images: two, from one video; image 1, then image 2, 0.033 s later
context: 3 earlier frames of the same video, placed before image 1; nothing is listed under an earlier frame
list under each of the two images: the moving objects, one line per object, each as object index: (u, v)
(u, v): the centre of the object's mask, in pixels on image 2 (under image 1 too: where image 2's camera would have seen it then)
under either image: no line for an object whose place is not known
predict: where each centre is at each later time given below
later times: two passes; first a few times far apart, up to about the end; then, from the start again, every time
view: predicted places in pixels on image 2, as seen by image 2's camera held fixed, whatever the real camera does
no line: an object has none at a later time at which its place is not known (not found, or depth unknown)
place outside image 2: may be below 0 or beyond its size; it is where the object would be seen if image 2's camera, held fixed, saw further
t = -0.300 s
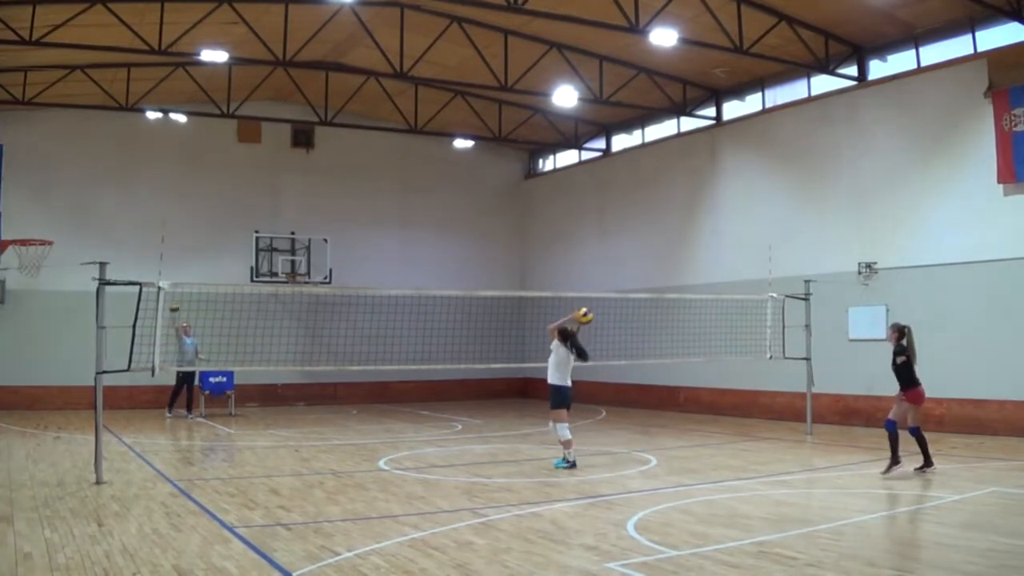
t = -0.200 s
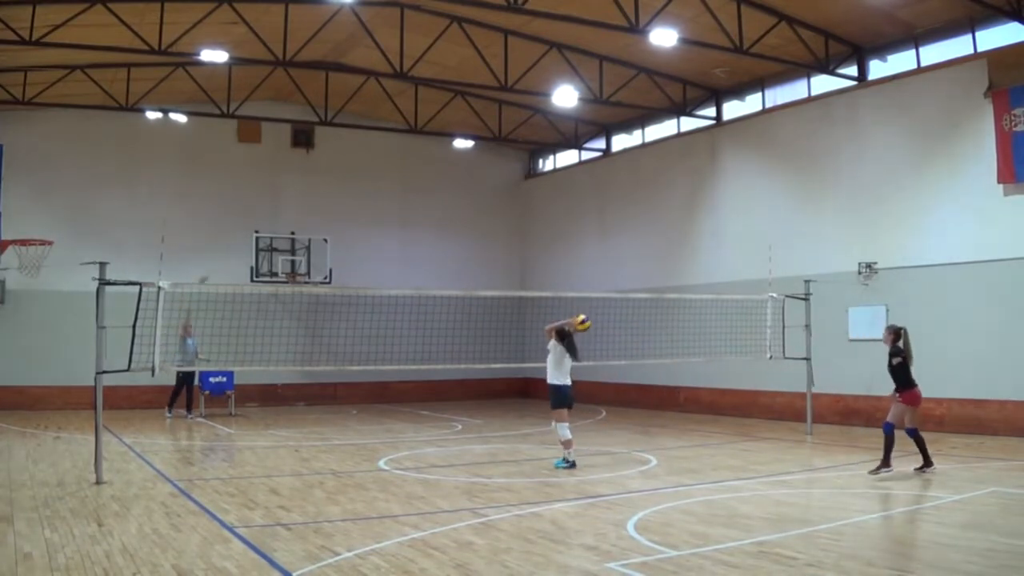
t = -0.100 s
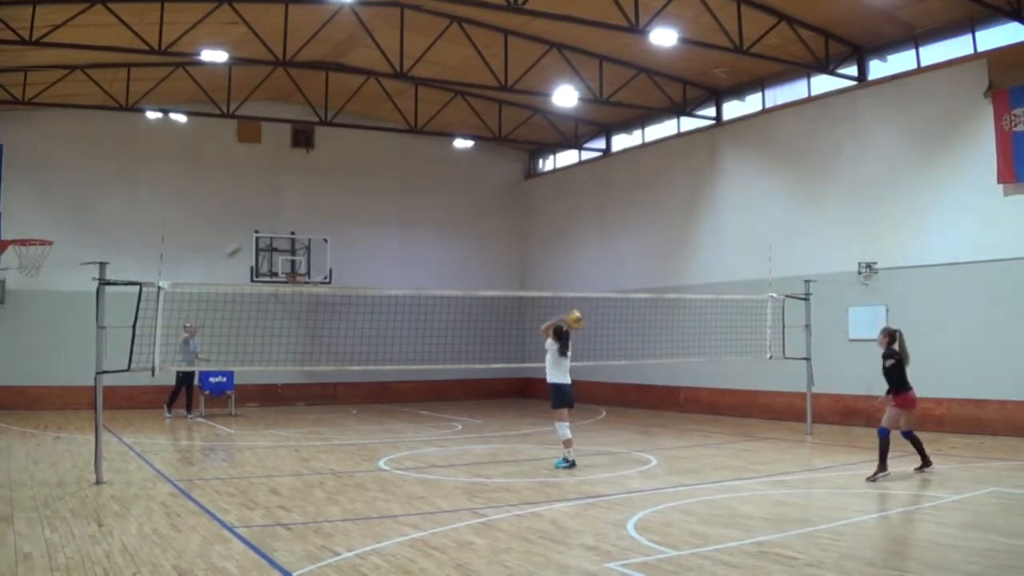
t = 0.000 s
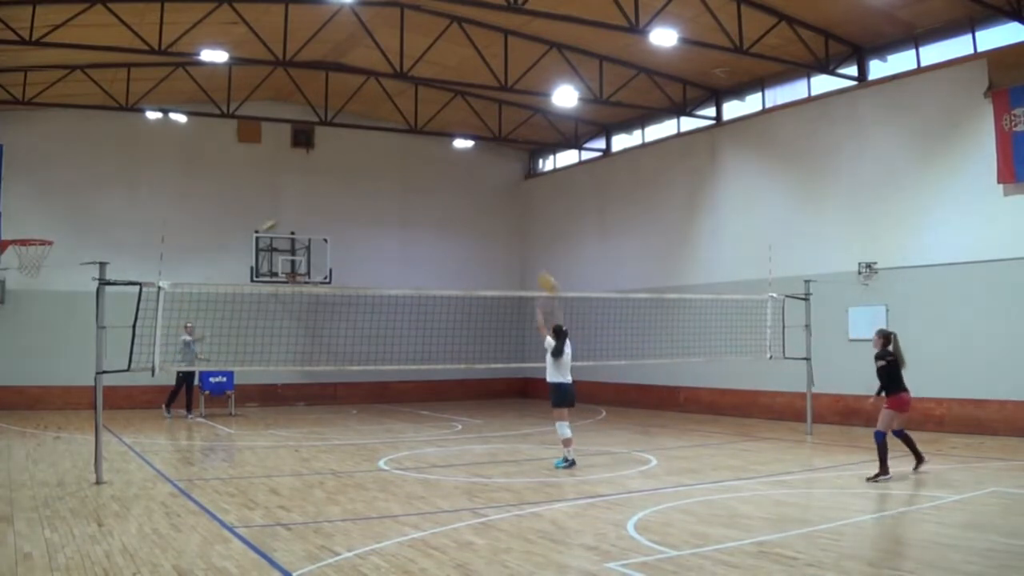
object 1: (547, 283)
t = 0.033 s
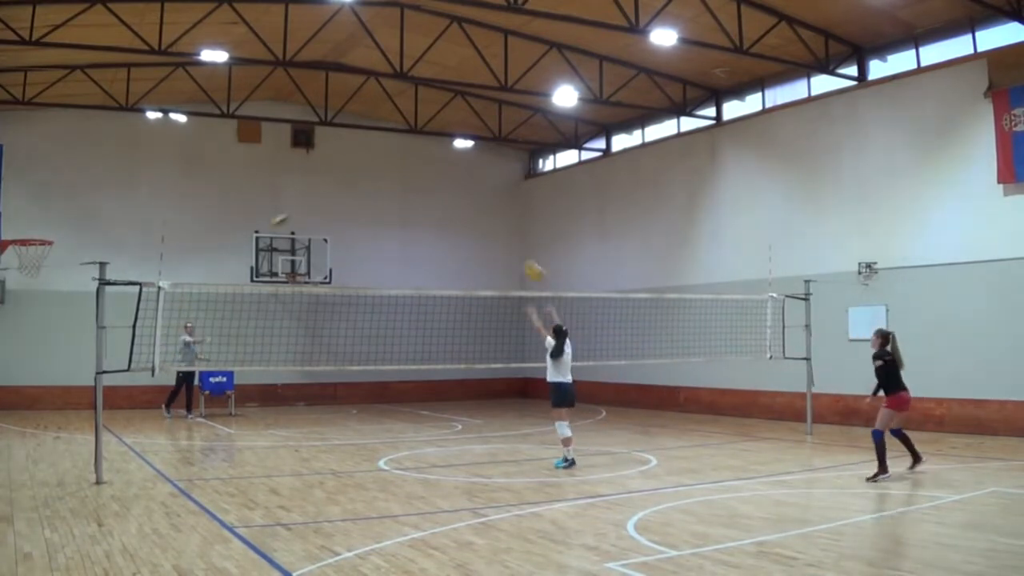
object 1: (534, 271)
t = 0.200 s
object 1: (474, 228)
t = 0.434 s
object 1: (401, 208)
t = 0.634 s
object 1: (351, 220)
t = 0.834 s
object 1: (311, 253)
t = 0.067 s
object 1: (521, 259)
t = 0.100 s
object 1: (509, 250)
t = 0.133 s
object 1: (497, 242)
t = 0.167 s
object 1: (485, 234)
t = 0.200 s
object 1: (474, 228)
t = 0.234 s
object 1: (462, 222)
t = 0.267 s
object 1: (450, 218)
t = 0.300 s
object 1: (441, 215)
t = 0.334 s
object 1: (431, 212)
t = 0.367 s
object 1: (421, 210)
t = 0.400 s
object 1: (411, 209)
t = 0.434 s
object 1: (401, 208)
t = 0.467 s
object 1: (392, 209)
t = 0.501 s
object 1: (383, 210)
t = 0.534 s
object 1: (375, 211)
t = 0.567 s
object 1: (367, 214)
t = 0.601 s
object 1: (359, 217)
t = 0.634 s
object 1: (351, 220)
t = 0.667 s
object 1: (343, 224)
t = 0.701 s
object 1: (337, 229)
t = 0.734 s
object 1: (329, 235)
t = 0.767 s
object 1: (323, 240)
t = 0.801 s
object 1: (318, 246)
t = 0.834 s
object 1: (311, 253)
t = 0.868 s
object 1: (304, 261)
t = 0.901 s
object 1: (298, 268)
